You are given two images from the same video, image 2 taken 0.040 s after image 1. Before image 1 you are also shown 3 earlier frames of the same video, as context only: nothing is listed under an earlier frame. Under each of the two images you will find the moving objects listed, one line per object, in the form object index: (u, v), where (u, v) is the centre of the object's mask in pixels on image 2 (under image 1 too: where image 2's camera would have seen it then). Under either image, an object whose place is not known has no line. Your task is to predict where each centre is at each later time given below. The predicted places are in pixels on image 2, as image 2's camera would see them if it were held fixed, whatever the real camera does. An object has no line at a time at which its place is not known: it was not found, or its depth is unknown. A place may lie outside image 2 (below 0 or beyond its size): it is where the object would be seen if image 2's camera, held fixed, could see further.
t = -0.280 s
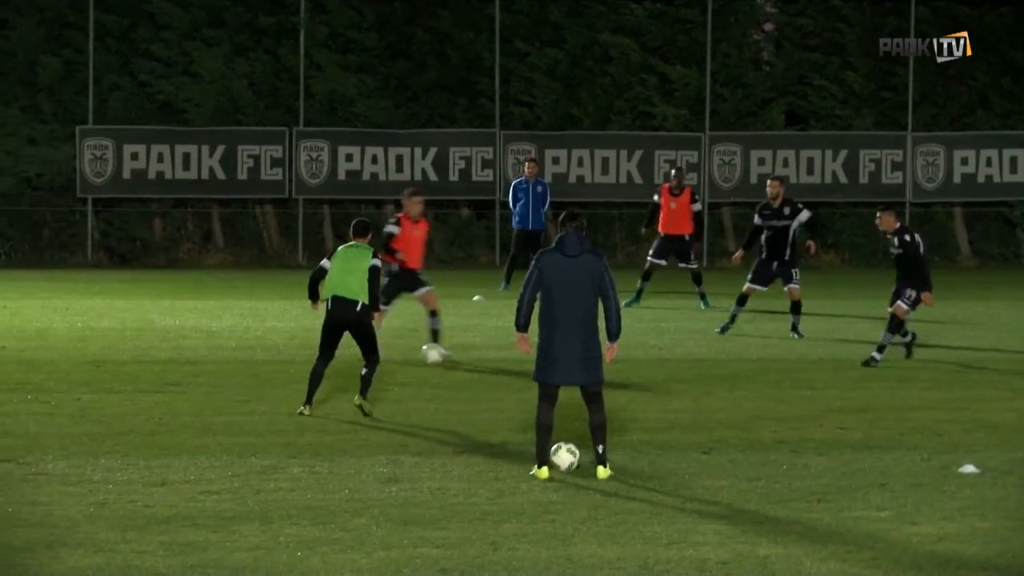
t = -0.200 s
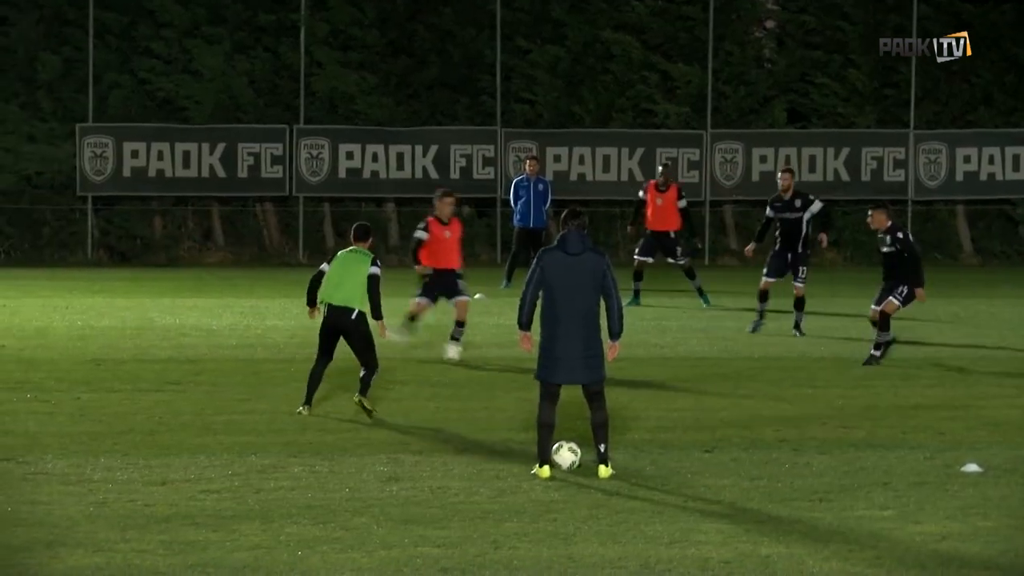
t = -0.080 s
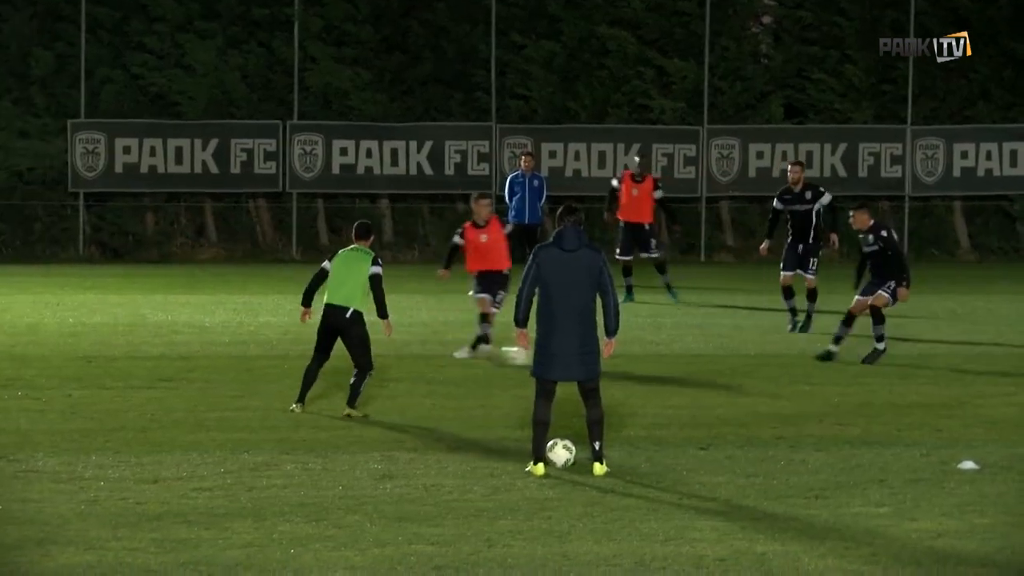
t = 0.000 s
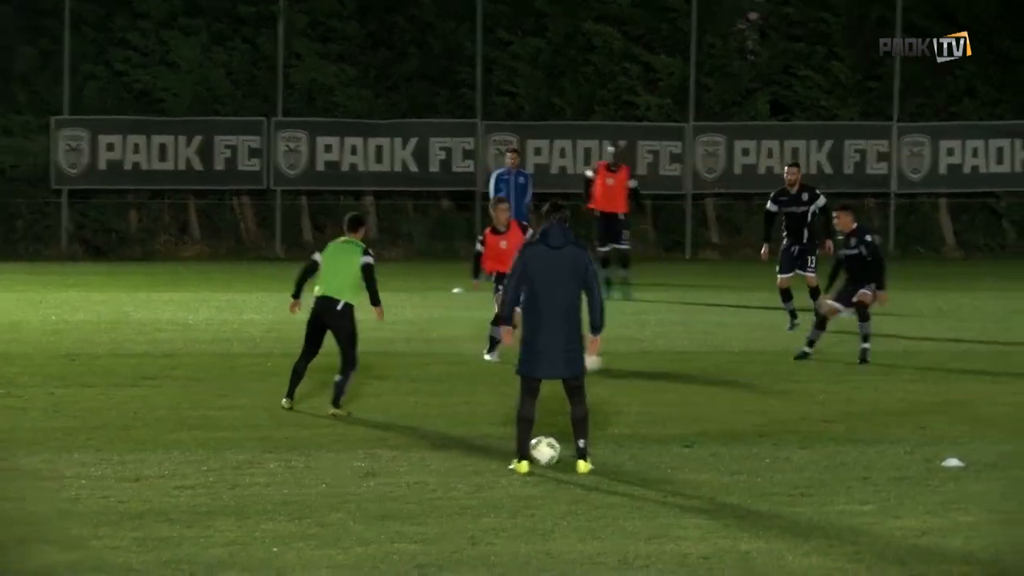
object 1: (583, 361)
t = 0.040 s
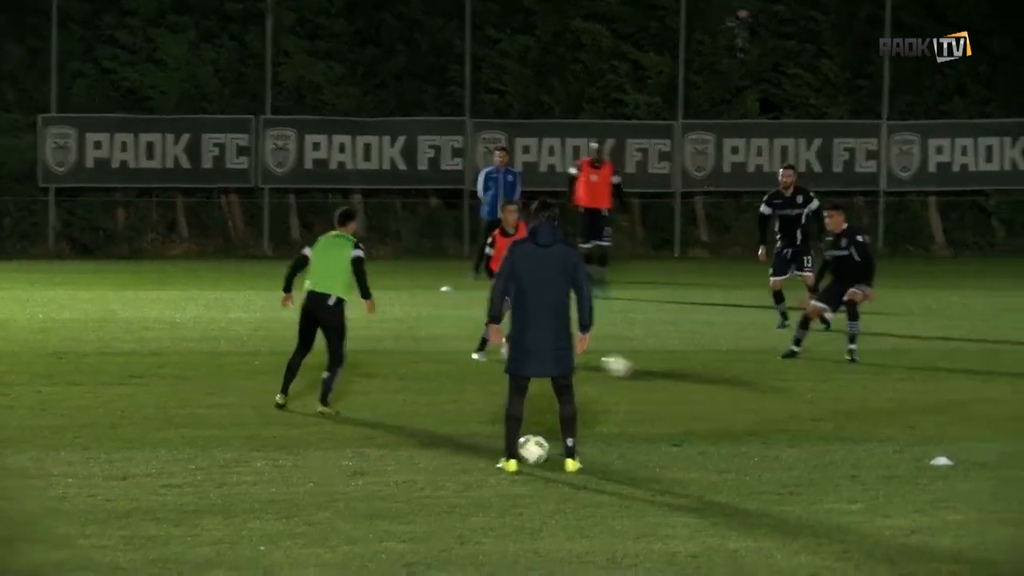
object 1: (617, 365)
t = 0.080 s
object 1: (657, 370)
